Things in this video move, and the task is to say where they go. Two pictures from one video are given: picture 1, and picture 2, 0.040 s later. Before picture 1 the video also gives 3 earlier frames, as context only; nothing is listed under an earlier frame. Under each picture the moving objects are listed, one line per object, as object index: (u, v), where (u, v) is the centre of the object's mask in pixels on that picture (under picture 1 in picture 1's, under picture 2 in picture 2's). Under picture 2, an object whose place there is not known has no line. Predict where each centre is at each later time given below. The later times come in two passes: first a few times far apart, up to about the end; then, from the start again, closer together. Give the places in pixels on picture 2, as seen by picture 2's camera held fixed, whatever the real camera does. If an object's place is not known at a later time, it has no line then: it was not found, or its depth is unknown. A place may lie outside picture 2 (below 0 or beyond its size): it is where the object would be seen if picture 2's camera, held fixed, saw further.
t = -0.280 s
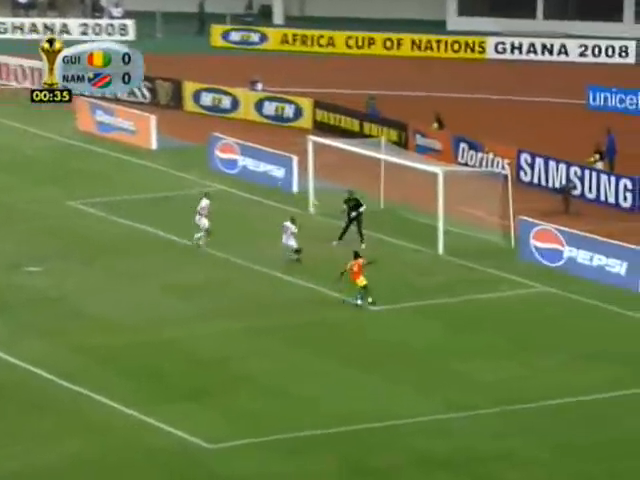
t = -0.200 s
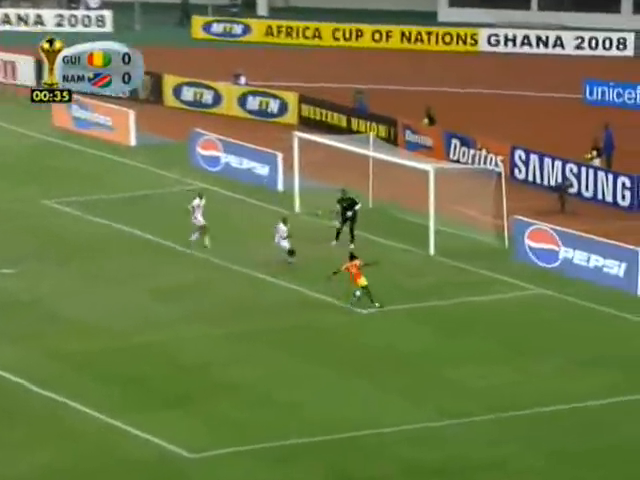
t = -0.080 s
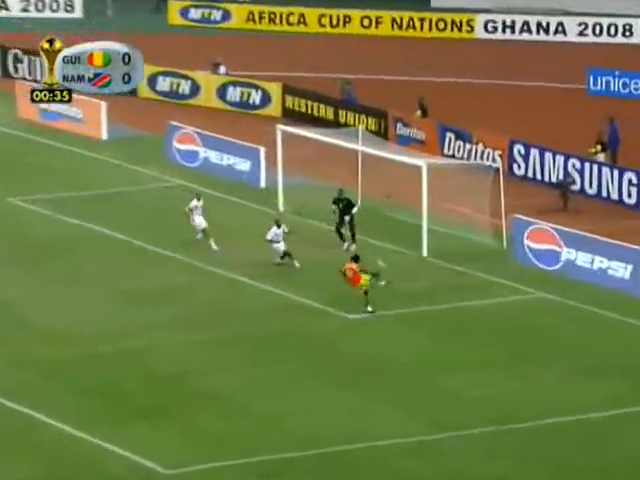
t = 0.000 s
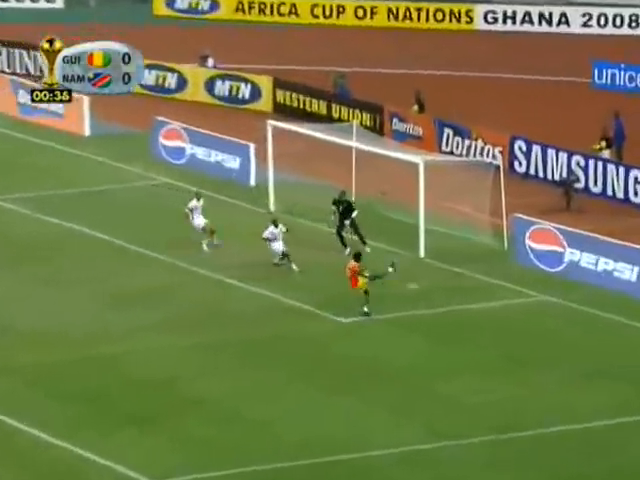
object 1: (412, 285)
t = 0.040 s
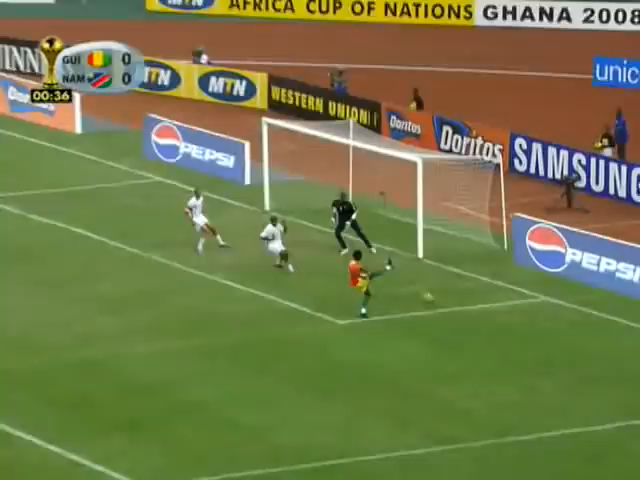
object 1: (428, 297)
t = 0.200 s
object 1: (451, 243)
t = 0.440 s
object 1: (481, 187)
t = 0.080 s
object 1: (437, 288)
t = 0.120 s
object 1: (441, 271)
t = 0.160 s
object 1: (447, 257)
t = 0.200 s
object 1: (451, 243)
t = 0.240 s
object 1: (456, 231)
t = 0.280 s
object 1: (462, 221)
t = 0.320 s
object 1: (467, 212)
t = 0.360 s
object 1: (473, 204)
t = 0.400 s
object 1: (477, 196)
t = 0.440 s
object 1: (481, 187)
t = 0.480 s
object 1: (486, 183)
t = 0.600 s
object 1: (494, 169)
